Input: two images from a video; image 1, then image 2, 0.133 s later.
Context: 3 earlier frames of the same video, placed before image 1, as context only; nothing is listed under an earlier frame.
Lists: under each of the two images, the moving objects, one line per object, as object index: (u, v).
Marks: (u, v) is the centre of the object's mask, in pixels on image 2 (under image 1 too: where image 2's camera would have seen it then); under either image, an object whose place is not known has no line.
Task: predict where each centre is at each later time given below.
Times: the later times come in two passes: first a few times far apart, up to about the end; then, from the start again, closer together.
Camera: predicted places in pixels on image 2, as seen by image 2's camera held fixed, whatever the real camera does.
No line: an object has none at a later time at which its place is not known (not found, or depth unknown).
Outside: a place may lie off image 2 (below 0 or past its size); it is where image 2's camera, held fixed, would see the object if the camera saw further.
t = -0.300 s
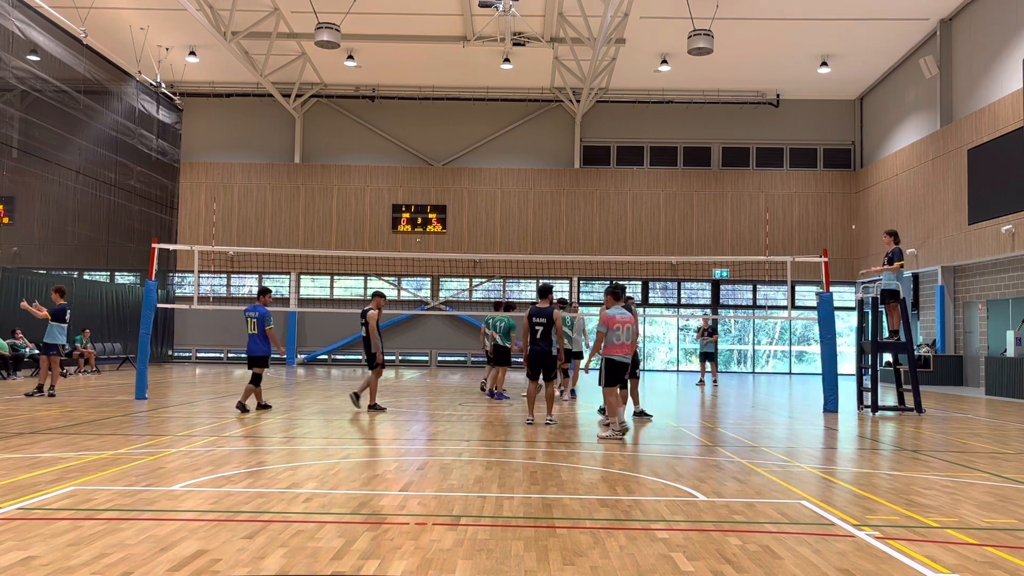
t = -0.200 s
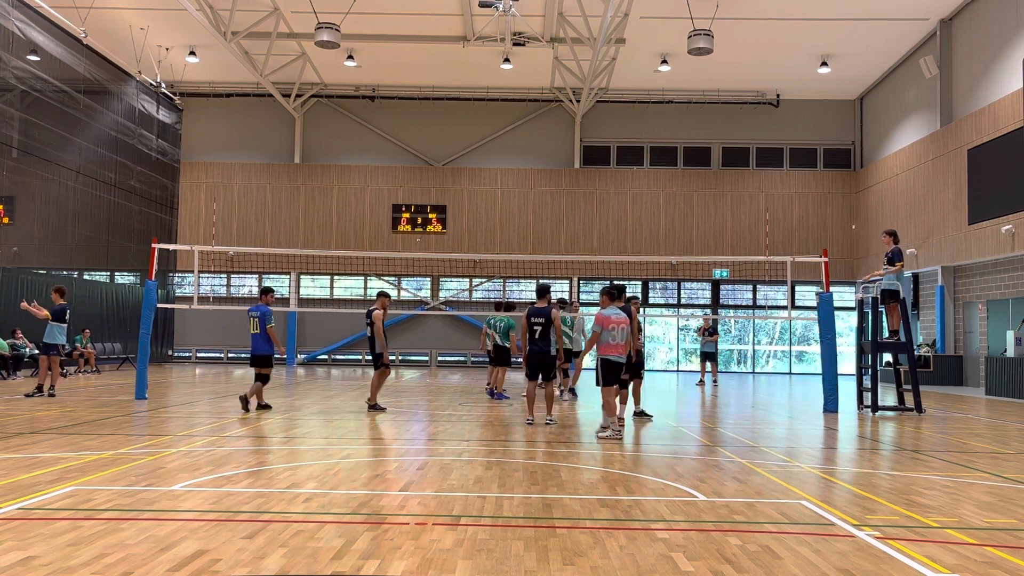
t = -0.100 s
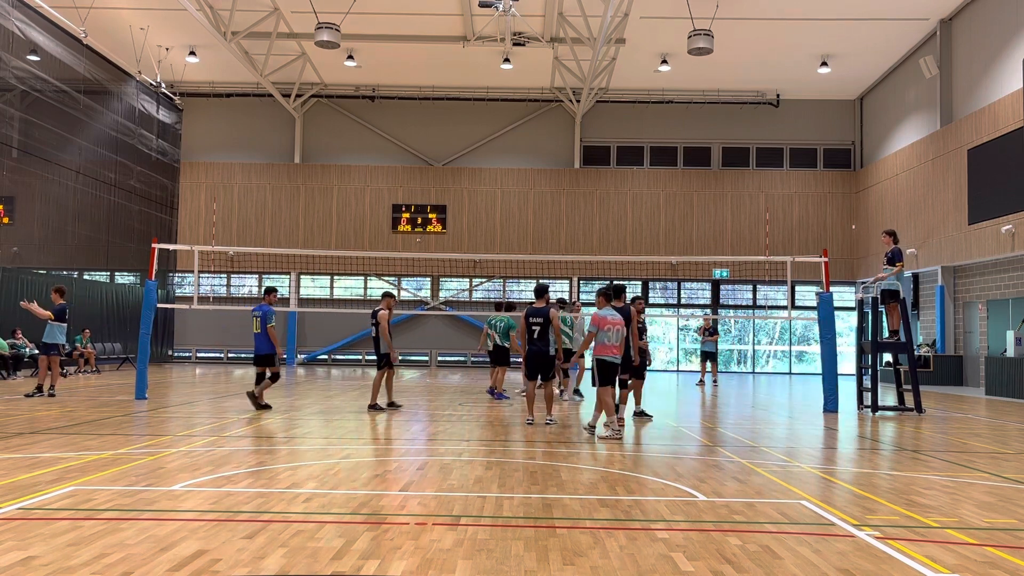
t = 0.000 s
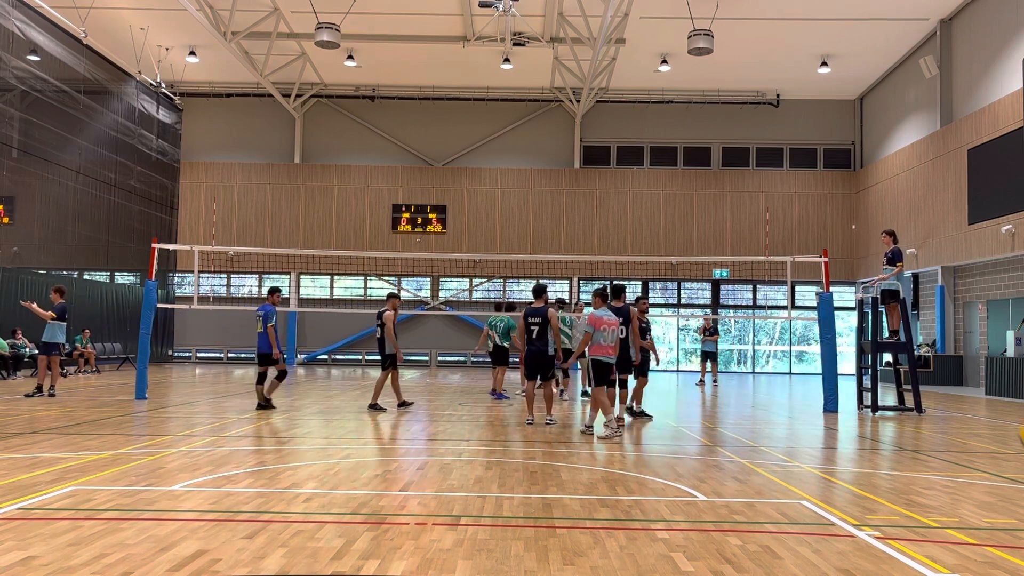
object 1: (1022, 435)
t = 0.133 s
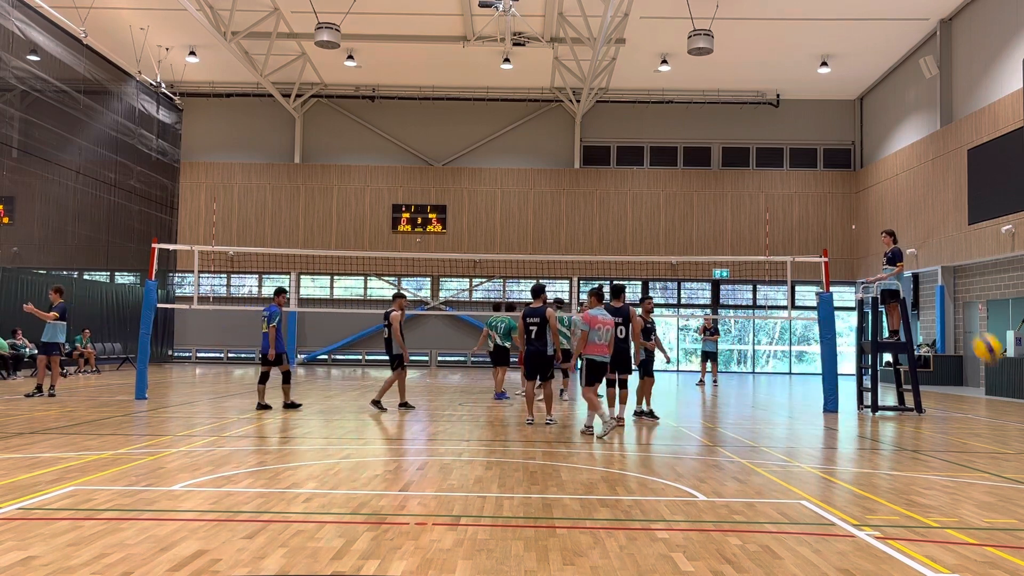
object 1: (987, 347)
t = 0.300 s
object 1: (935, 275)
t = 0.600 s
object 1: (857, 236)
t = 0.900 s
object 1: (794, 283)
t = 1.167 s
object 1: (747, 383)
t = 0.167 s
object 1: (975, 328)
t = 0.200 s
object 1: (965, 312)
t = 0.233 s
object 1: (955, 298)
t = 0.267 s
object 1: (945, 286)
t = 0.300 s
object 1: (935, 275)
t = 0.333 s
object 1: (925, 266)
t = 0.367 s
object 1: (916, 257)
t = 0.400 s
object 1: (907, 251)
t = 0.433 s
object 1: (898, 245)
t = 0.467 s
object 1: (890, 241)
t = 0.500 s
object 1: (881, 238)
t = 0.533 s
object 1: (873, 236)
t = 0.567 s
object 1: (865, 236)
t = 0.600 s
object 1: (857, 236)
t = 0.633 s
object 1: (849, 238)
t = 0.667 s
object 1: (842, 240)
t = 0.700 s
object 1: (835, 244)
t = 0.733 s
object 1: (828, 247)
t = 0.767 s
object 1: (821, 253)
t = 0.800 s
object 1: (814, 259)
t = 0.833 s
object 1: (807, 267)
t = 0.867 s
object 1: (801, 274)
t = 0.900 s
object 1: (794, 283)
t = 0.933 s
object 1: (788, 292)
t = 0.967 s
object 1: (782, 304)
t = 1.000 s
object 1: (776, 314)
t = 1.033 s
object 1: (769, 328)
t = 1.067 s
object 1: (763, 340)
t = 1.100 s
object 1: (758, 355)
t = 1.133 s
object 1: (752, 369)
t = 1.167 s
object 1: (747, 383)
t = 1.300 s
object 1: (726, 410)
